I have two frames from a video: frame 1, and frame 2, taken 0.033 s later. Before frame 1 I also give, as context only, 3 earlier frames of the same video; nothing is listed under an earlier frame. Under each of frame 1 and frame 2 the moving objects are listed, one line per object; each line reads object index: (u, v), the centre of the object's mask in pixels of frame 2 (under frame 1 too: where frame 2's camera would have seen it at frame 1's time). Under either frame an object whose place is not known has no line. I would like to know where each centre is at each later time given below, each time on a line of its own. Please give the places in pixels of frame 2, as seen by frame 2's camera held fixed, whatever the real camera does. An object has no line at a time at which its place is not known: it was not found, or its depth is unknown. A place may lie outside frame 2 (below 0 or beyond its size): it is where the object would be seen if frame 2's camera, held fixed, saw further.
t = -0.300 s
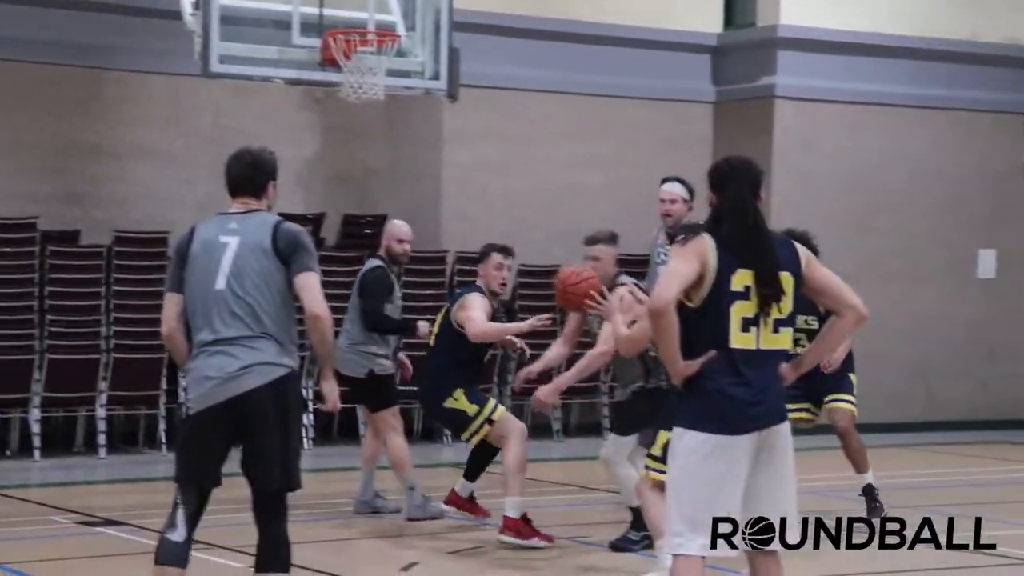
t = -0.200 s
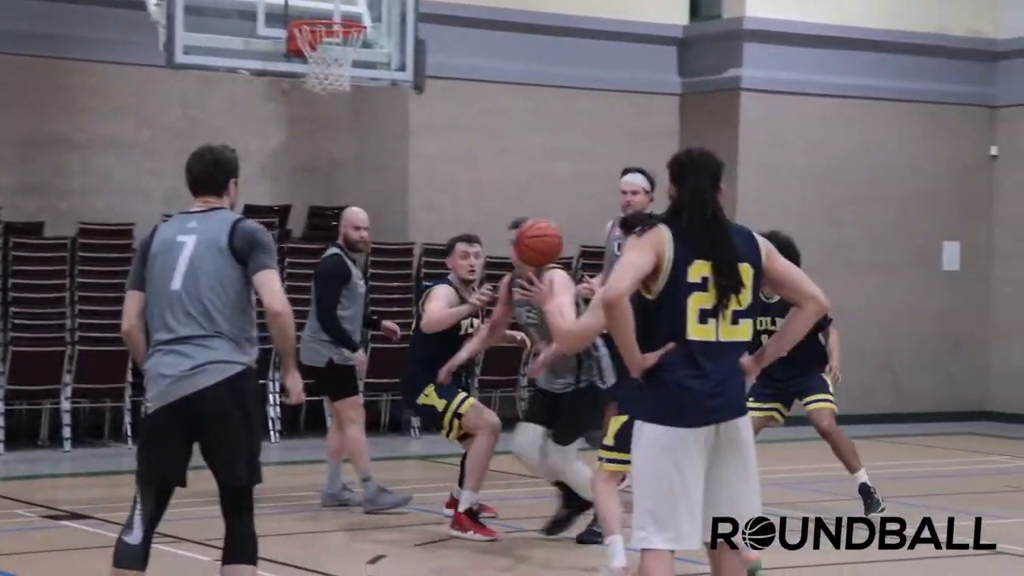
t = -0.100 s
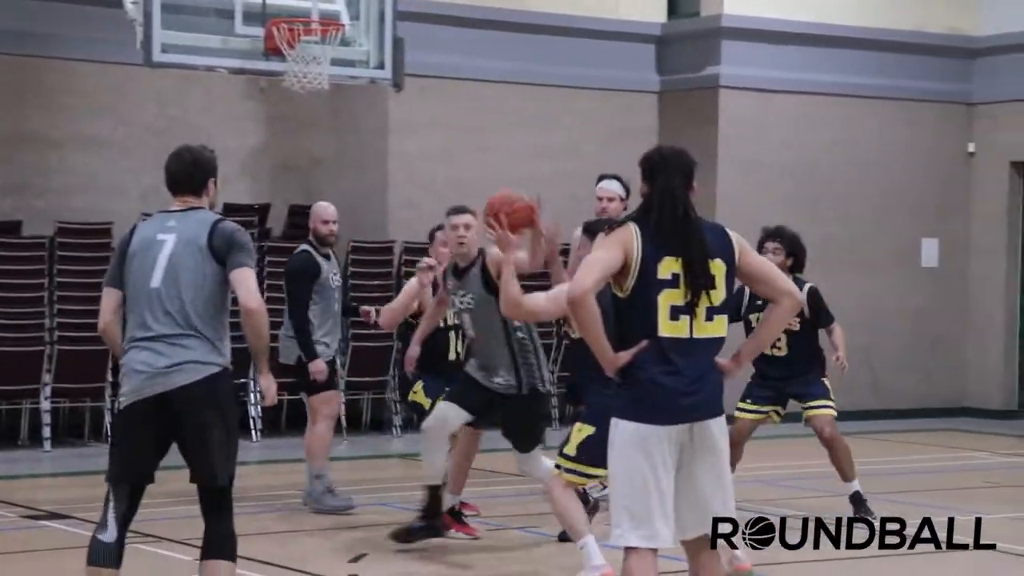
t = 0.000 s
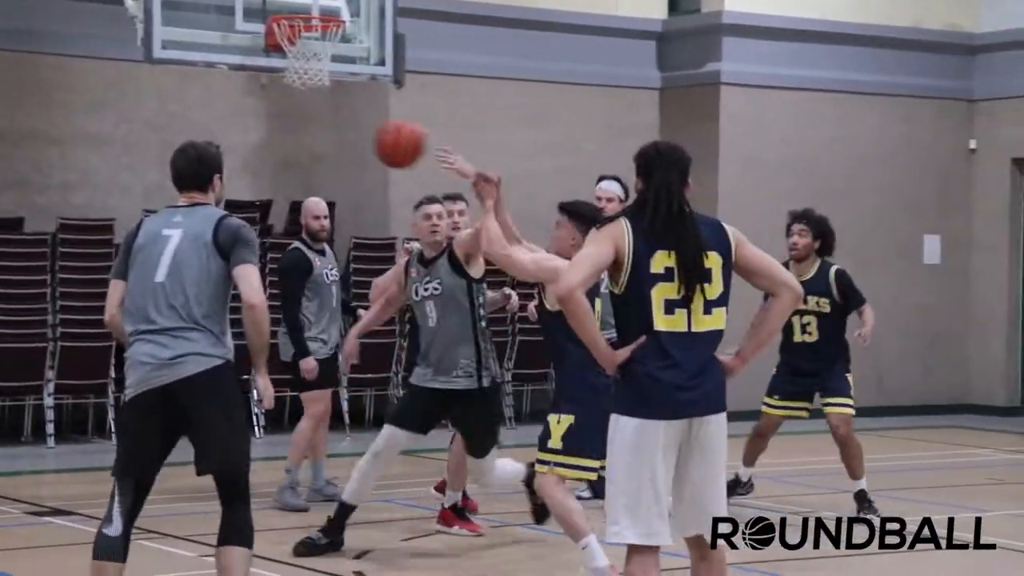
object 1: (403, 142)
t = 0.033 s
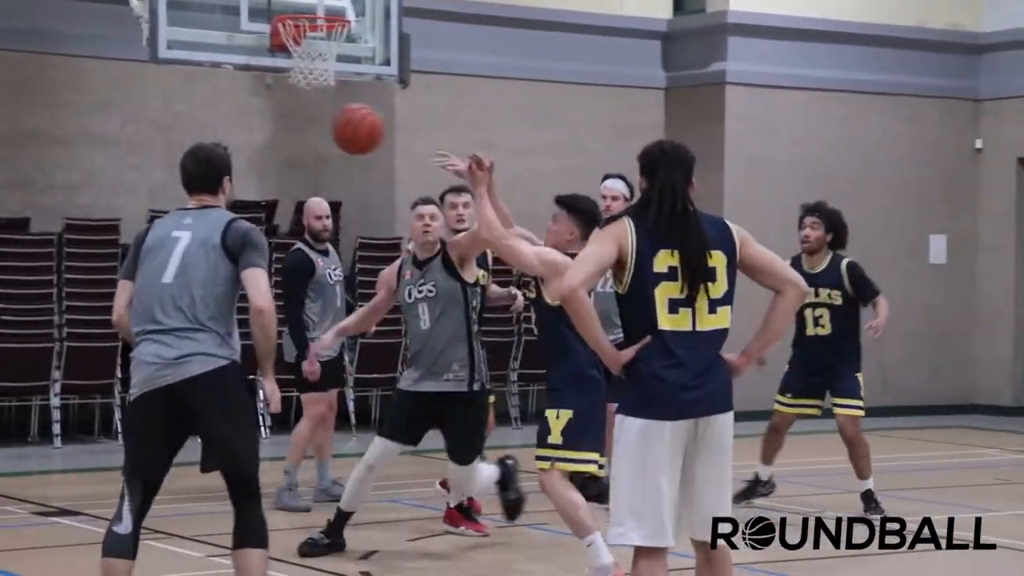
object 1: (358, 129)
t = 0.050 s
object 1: (336, 123)
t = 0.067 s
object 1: (311, 117)
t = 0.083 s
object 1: (289, 112)
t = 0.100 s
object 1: (265, 108)
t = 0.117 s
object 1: (241, 104)
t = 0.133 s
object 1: (216, 101)
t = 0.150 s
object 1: (192, 98)
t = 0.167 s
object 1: (167, 95)
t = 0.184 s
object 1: (143, 93)
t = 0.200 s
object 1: (118, 93)
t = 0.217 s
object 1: (93, 92)
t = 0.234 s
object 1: (68, 92)
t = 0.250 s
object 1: (43, 93)
